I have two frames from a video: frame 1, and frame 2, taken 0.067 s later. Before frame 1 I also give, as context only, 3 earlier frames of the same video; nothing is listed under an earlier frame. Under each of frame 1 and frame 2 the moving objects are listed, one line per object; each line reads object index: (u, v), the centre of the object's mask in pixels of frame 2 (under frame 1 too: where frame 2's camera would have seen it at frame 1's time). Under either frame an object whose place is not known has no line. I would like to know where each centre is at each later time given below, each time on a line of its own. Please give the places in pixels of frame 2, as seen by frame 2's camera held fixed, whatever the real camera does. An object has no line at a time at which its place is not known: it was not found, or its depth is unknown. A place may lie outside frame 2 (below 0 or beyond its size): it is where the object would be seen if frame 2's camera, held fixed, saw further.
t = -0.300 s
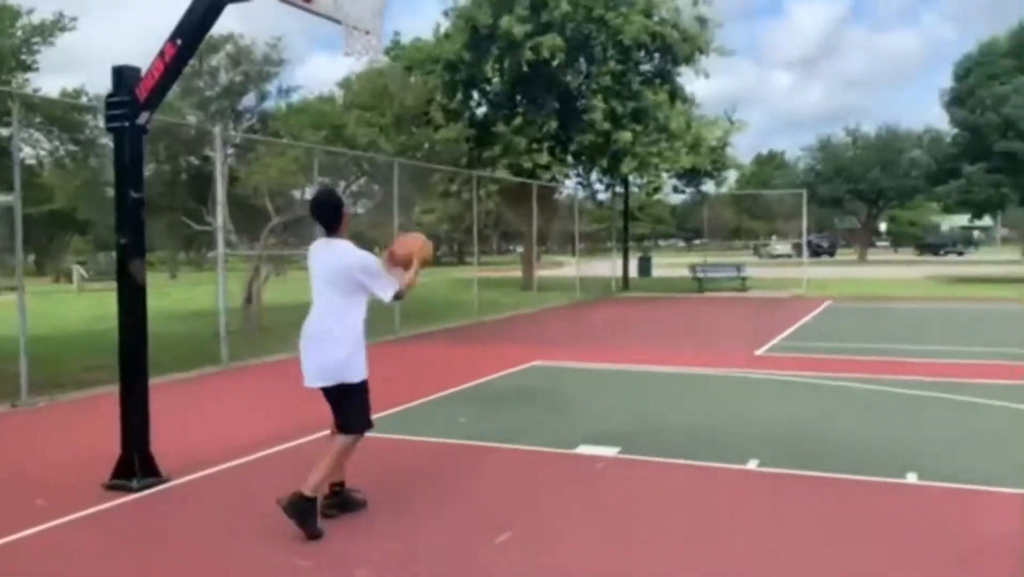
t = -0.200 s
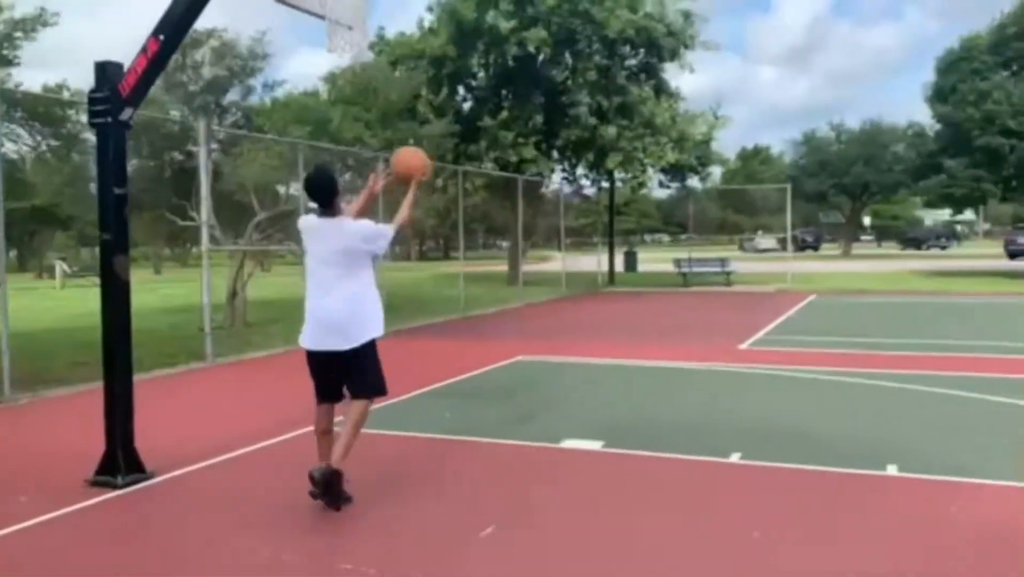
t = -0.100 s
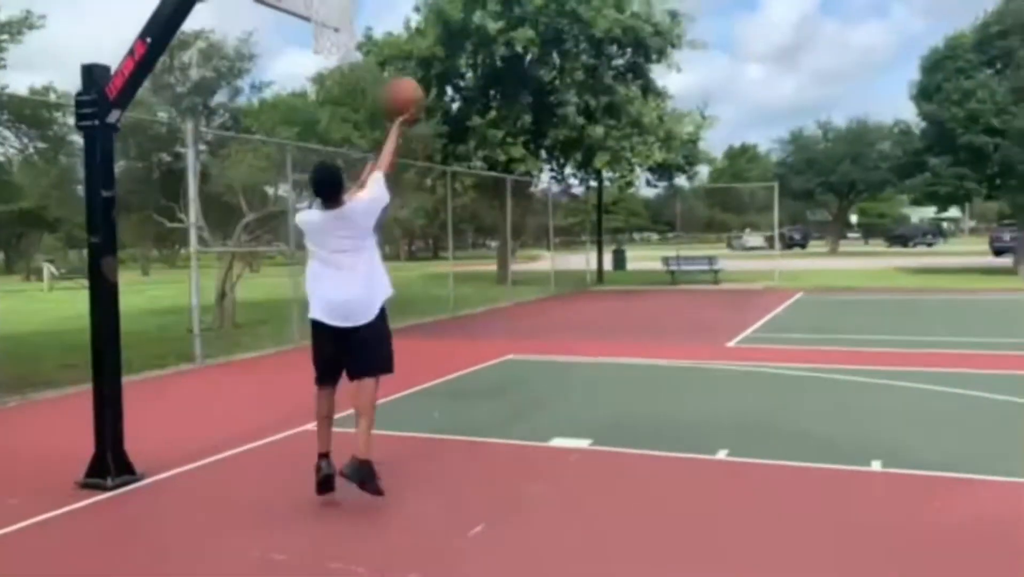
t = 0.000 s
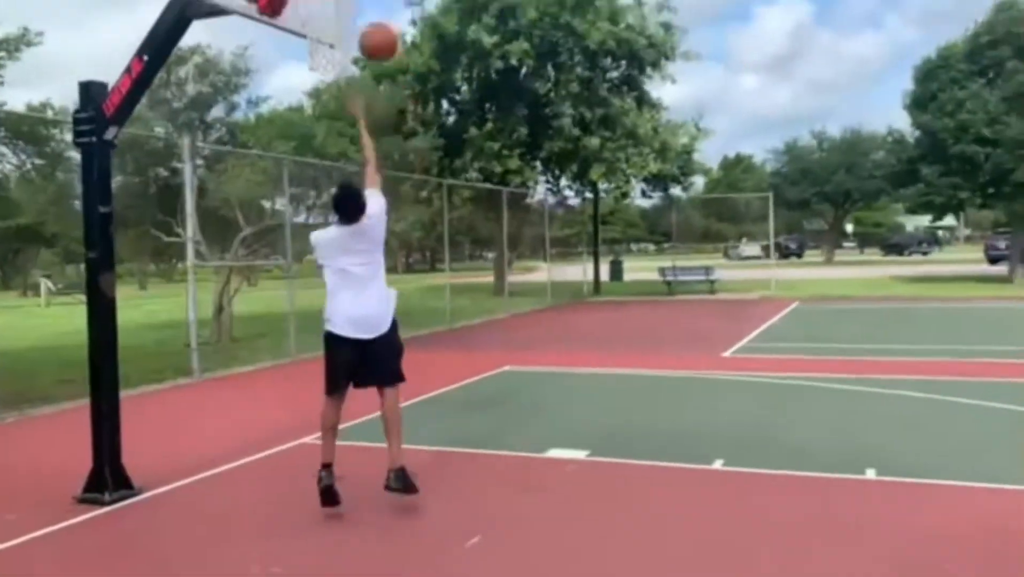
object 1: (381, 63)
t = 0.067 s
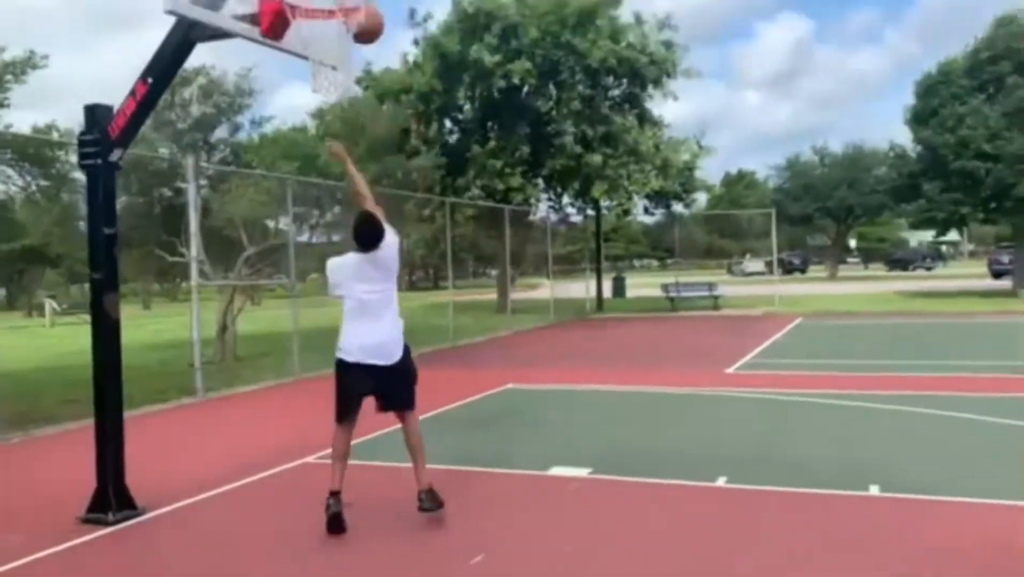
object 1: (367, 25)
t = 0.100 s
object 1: (357, 8)
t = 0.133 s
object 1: (350, -11)
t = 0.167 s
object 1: (339, -22)
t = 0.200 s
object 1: (331, -30)
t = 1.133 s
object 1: (358, 353)
